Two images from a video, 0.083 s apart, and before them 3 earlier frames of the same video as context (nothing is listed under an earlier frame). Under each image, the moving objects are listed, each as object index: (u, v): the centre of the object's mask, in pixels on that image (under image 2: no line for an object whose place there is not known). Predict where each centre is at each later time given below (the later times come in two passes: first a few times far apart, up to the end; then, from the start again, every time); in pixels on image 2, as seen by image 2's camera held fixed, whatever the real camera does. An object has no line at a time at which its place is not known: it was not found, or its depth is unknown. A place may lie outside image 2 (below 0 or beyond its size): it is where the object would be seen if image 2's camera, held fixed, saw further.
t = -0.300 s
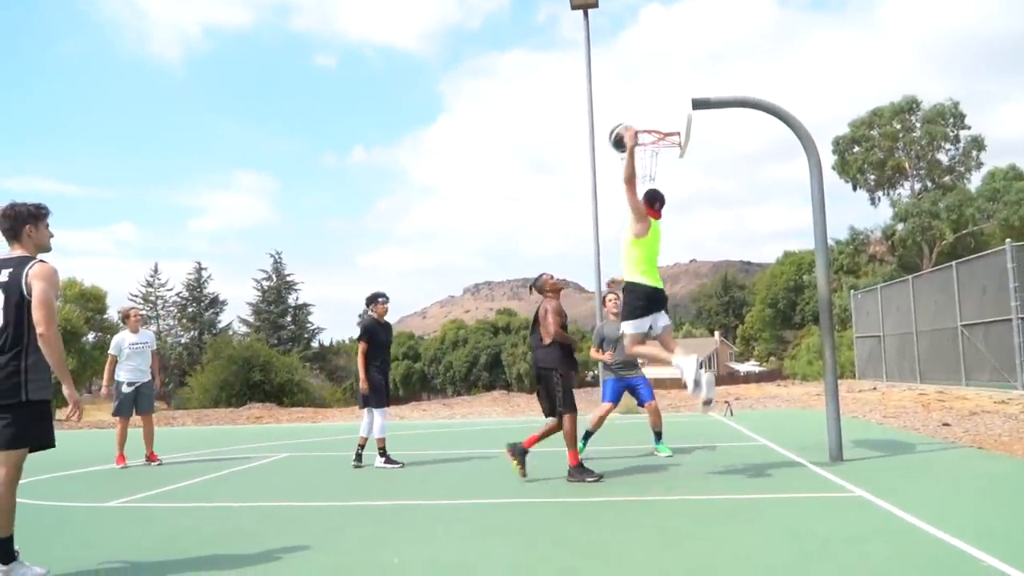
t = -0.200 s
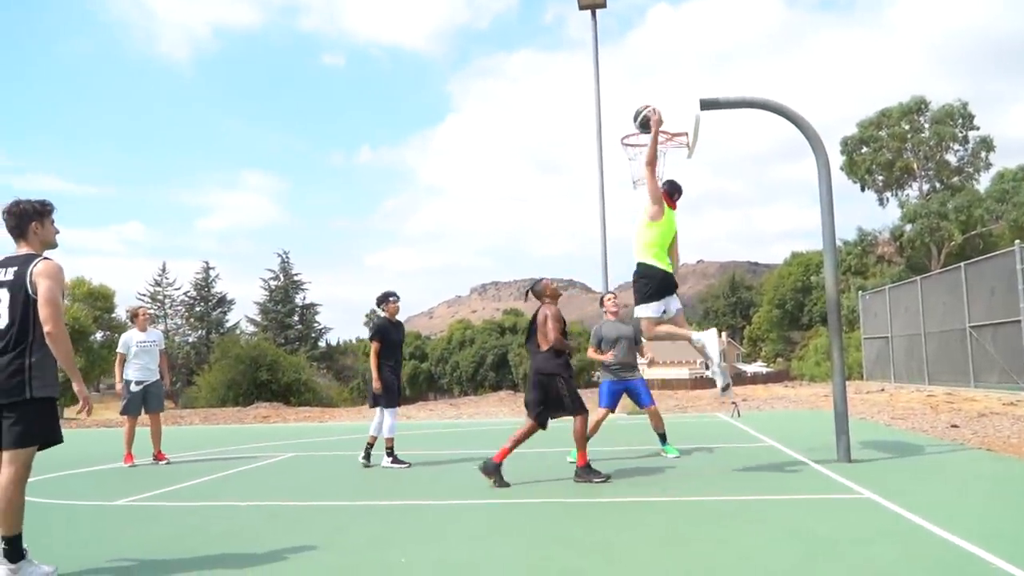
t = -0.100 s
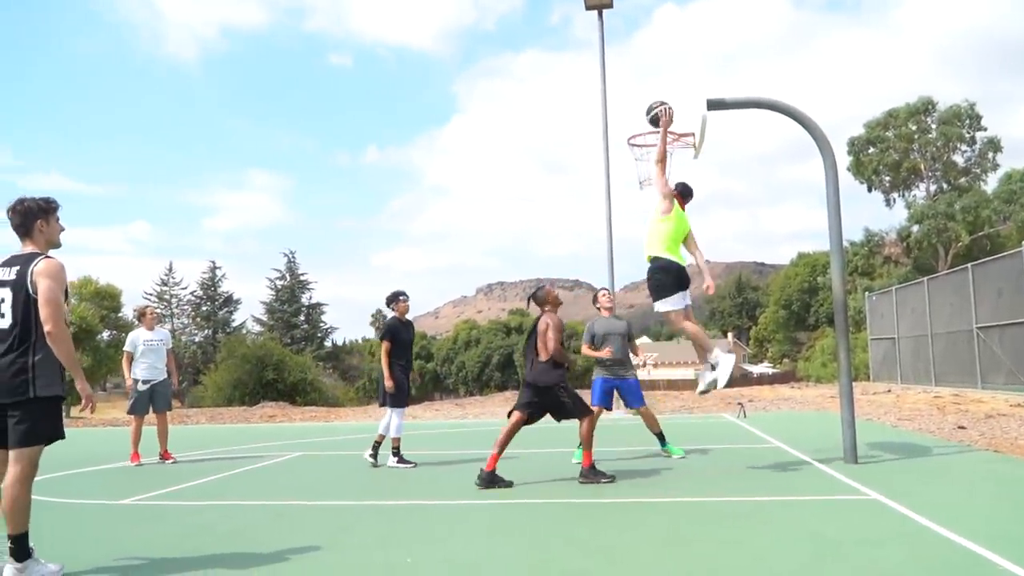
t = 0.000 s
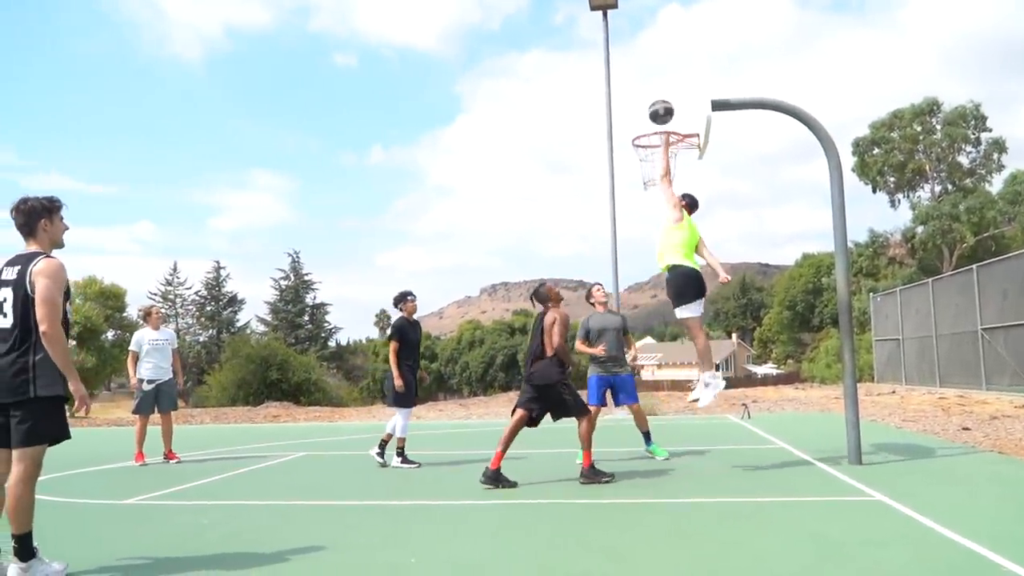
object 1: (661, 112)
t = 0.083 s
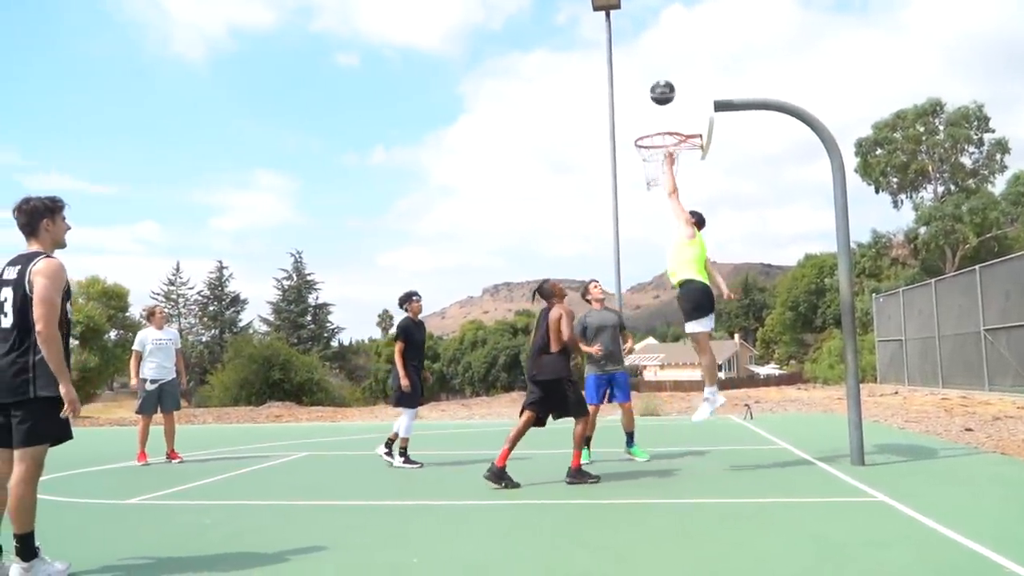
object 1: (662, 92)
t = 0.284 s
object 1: (661, 73)
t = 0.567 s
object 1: (663, 119)
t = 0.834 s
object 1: (663, 214)
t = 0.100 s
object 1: (662, 89)
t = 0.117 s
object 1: (662, 86)
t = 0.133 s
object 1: (662, 83)
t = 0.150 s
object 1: (662, 81)
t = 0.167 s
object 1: (662, 79)
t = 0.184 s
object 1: (662, 78)
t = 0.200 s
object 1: (661, 76)
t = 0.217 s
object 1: (661, 75)
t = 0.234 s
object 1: (662, 75)
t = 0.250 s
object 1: (662, 74)
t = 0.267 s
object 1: (661, 74)
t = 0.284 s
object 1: (661, 73)
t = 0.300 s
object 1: (661, 74)
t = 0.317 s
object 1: (661, 74)
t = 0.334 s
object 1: (661, 75)
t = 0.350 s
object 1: (661, 76)
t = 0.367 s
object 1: (661, 78)
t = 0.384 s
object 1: (661, 79)
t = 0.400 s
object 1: (662, 82)
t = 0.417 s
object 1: (662, 84)
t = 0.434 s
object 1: (662, 87)
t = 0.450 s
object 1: (661, 89)
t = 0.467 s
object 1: (662, 93)
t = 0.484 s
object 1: (662, 96)
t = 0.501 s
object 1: (662, 100)
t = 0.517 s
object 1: (662, 104)
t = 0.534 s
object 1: (662, 108)
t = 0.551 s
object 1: (662, 113)
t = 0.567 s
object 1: (663, 119)
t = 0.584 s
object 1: (663, 123)
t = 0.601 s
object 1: (663, 128)
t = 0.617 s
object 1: (663, 134)
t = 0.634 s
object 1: (663, 140)
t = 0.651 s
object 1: (663, 146)
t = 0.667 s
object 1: (663, 153)
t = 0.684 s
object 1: (664, 159)
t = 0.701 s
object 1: (663, 166)
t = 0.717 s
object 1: (663, 173)
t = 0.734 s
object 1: (663, 178)
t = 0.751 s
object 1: (663, 184)
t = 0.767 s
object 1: (663, 190)
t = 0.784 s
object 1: (663, 195)
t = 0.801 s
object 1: (663, 201)
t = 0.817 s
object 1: (663, 207)
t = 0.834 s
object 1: (663, 214)
